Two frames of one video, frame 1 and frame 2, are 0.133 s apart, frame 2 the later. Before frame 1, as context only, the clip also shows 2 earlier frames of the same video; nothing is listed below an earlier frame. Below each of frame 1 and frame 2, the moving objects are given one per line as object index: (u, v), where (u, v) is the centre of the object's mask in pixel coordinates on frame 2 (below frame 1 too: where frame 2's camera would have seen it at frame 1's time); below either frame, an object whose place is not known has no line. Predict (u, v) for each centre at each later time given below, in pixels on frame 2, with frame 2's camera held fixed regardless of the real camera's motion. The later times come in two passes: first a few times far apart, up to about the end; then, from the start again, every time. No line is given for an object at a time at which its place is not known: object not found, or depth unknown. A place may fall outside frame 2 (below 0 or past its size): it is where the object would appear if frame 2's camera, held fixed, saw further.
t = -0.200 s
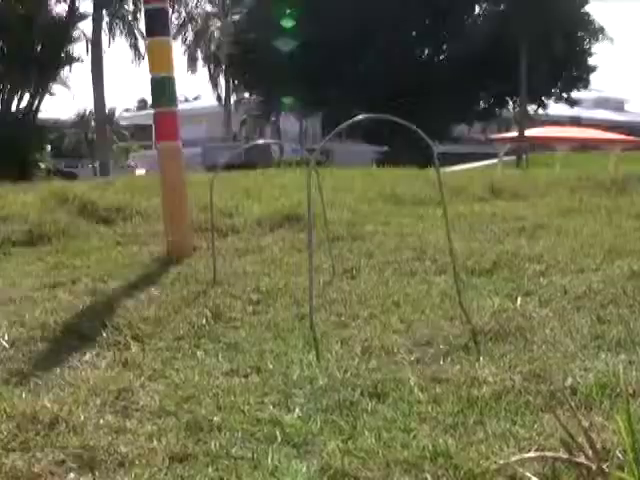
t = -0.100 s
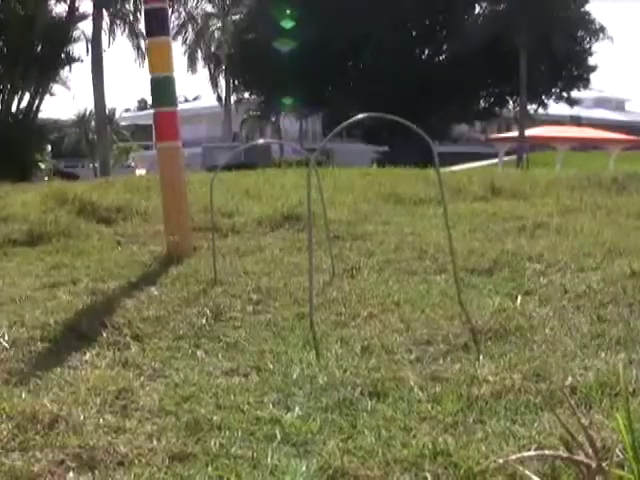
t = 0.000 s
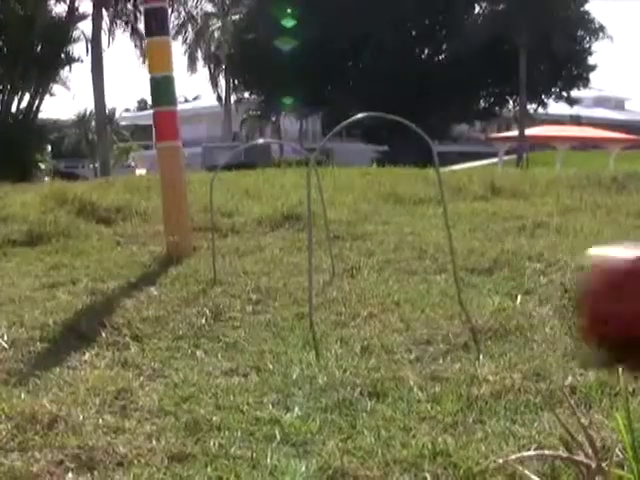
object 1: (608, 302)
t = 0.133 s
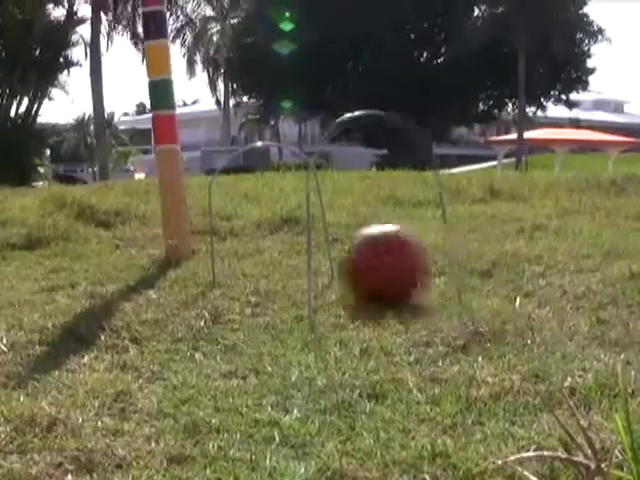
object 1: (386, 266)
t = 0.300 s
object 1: (234, 248)
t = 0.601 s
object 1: (90, 249)
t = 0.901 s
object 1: (4, 258)
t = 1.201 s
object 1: (-8, 260)
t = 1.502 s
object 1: (-7, 259)
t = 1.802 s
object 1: (-6, 260)
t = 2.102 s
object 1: (-7, 260)
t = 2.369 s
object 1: (-8, 260)
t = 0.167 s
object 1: (346, 265)
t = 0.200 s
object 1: (310, 266)
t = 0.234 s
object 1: (281, 256)
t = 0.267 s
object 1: (257, 247)
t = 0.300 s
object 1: (234, 248)
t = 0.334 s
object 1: (217, 246)
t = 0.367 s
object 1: (201, 241)
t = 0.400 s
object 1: (181, 239)
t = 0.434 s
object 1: (165, 243)
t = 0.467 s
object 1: (145, 246)
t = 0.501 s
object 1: (128, 249)
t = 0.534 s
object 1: (115, 247)
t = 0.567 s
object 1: (102, 246)
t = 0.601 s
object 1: (90, 249)
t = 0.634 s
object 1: (77, 251)
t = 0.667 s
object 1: (66, 251)
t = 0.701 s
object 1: (55, 253)
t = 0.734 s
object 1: (42, 255)
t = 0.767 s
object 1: (31, 256)
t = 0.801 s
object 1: (20, 257)
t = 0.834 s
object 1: (14, 257)
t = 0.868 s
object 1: (9, 257)
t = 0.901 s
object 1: (4, 258)
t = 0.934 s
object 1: (1, 258)
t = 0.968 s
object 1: (-2, 259)
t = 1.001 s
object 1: (-4, 259)
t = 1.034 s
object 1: (-6, 259)
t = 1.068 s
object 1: (-7, 259)
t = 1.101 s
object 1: (-8, 260)
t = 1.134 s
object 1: (-8, 260)
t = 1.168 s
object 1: (-8, 260)
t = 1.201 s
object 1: (-8, 260)
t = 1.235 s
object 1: (-7, 260)
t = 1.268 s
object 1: (-7, 260)
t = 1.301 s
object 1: (-6, 259)
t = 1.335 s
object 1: (-6, 259)
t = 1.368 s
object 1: (-6, 260)
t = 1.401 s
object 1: (-7, 260)
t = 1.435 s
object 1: (-7, 259)
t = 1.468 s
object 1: (-7, 259)
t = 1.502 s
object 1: (-7, 259)
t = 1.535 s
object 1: (-7, 260)
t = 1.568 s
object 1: (-7, 260)
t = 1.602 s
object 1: (-7, 260)
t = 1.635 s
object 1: (-7, 260)
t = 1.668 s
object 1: (-7, 260)
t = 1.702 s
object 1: (-7, 260)
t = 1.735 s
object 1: (-7, 260)
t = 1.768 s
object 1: (-6, 260)
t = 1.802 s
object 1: (-6, 260)
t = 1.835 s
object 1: (-6, 260)
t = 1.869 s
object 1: (-6, 260)
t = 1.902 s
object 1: (-6, 260)
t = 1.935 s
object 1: (-6, 260)
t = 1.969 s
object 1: (-6, 260)
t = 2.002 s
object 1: (-6, 260)
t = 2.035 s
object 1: (-6, 260)
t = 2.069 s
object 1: (-6, 260)
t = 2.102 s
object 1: (-7, 260)
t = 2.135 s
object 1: (-7, 260)
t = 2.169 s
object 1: (-7, 260)
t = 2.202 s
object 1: (-8, 260)
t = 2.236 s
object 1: (-8, 260)
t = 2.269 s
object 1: (-8, 260)
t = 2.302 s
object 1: (-8, 260)
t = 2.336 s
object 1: (-8, 260)
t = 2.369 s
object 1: (-8, 260)
